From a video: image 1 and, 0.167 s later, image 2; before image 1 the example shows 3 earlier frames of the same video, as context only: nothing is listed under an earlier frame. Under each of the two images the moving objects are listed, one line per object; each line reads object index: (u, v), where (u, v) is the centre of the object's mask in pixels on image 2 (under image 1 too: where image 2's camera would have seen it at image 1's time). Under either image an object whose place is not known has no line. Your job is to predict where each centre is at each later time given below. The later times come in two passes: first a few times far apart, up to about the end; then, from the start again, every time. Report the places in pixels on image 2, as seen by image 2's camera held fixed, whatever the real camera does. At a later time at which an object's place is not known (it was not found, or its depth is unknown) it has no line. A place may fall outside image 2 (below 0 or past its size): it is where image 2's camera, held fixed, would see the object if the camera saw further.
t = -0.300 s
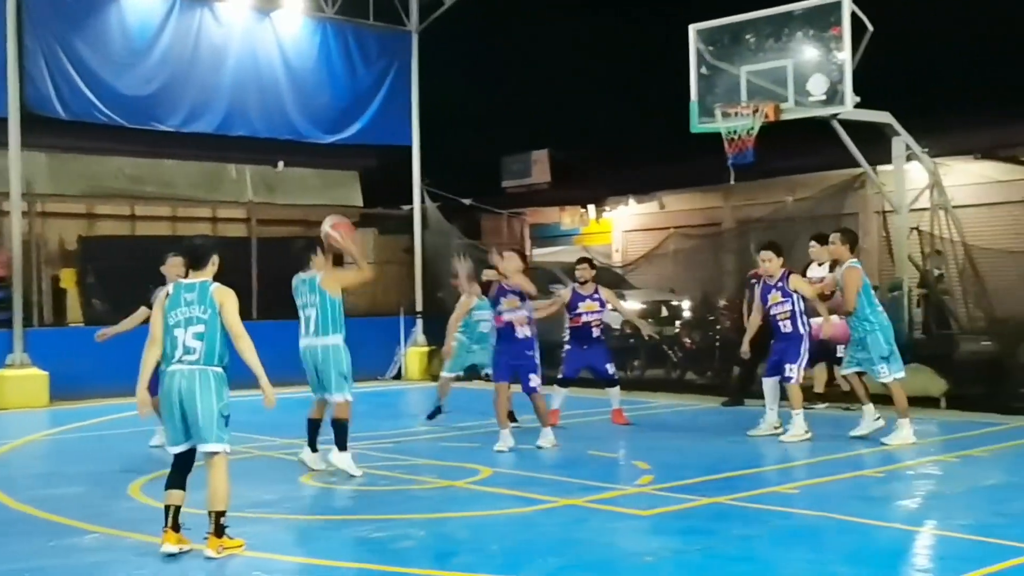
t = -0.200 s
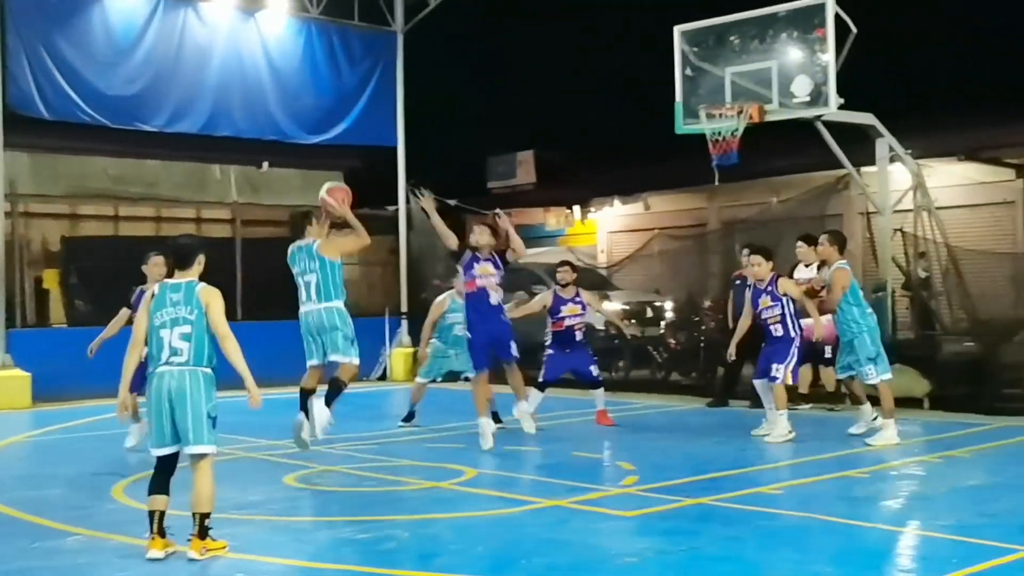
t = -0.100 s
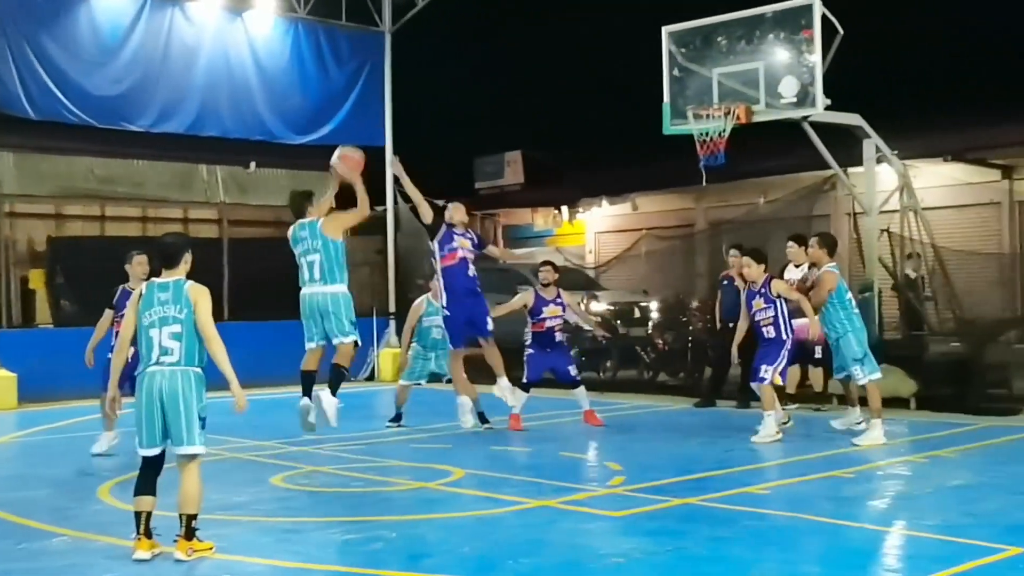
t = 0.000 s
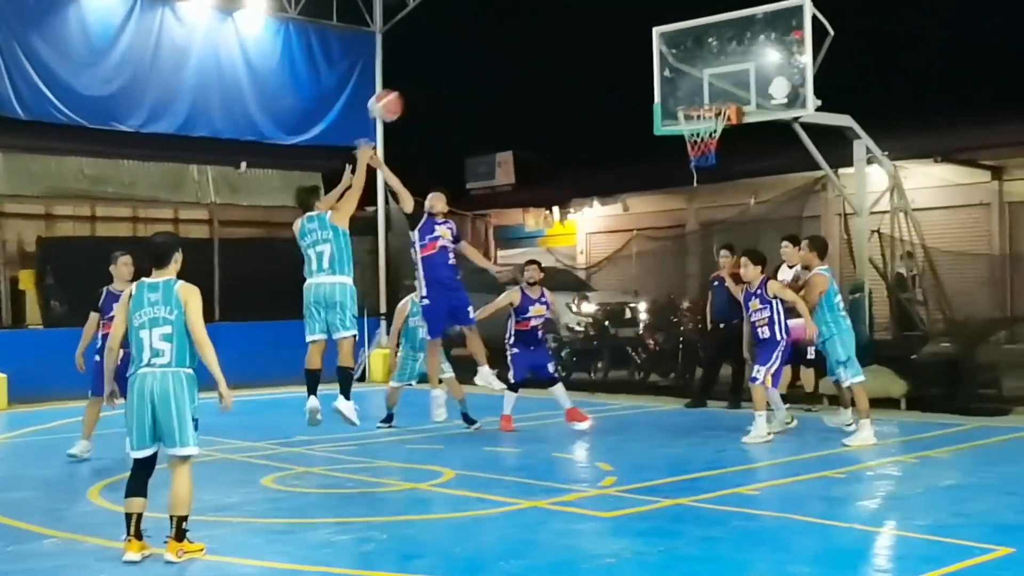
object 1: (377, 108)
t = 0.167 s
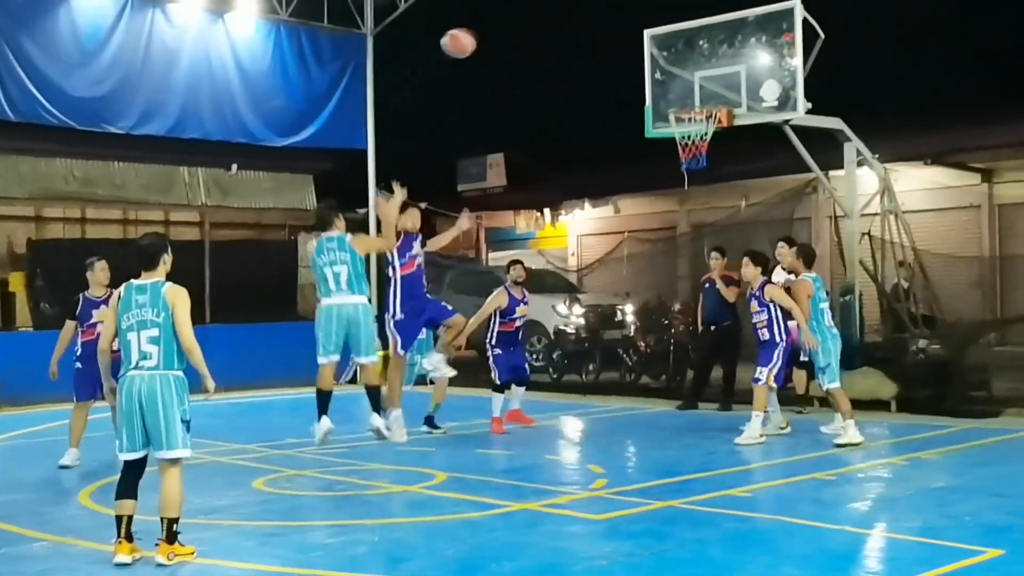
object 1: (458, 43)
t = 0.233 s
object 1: (489, 28)
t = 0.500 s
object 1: (603, 21)
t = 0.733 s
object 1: (690, 77)
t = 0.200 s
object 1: (474, 35)
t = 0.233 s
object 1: (489, 28)
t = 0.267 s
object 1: (504, 23)
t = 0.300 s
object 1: (519, 18)
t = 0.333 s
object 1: (533, 15)
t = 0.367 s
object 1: (548, 14)
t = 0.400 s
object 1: (562, 14)
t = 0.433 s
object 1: (576, 15)
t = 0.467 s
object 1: (589, 18)
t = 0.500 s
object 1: (603, 21)
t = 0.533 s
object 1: (616, 26)
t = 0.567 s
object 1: (629, 32)
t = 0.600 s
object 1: (641, 38)
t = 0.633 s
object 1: (654, 46)
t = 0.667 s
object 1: (667, 56)
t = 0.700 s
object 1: (682, 67)
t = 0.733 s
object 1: (690, 77)
